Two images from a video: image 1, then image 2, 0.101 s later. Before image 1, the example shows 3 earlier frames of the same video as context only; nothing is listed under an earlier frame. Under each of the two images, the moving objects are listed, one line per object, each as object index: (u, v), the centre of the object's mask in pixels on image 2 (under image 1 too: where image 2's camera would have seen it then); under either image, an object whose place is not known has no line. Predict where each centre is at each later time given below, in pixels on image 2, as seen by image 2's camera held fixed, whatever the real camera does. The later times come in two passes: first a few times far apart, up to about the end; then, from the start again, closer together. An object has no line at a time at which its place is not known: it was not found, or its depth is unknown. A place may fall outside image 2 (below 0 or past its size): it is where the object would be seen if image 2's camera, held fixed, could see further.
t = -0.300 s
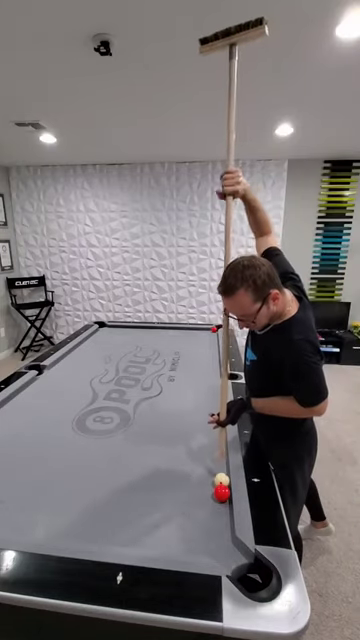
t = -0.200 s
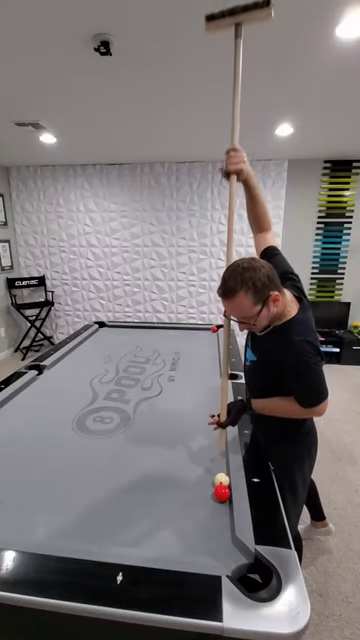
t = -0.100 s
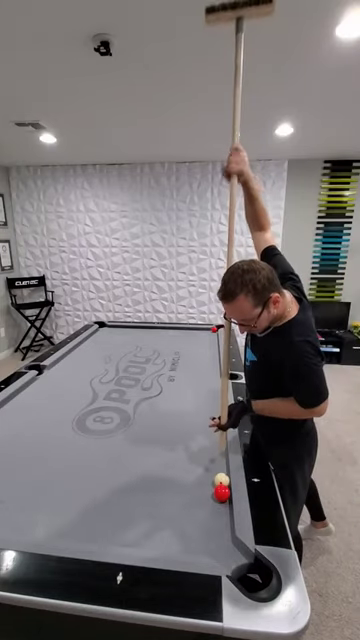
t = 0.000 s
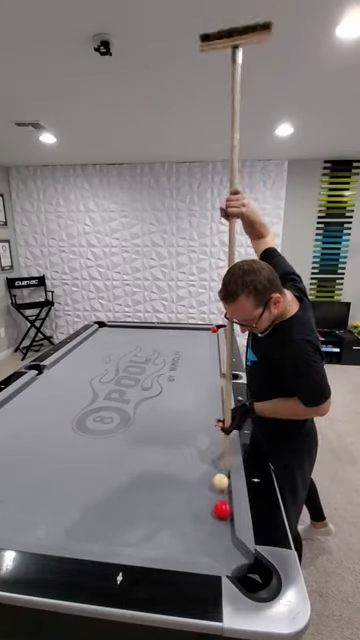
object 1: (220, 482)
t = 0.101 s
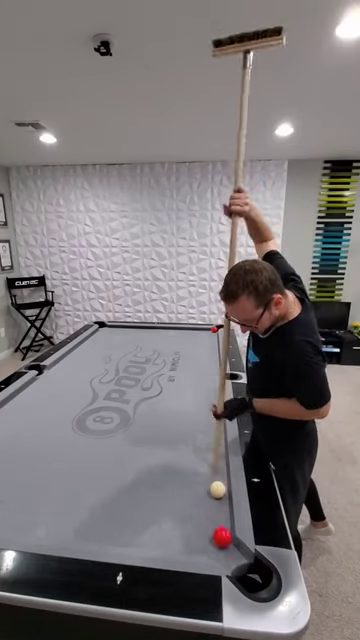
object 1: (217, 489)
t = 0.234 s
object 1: (216, 491)
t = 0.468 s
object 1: (220, 476)
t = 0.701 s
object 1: (218, 447)
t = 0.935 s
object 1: (218, 415)
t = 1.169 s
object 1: (217, 392)
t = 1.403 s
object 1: (215, 374)
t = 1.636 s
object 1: (213, 360)
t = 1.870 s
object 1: (212, 350)
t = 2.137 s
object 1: (211, 339)
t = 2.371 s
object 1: (211, 332)
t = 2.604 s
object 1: (204, 330)
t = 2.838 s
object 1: (196, 331)
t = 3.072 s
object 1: (189, 333)
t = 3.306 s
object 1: (182, 335)
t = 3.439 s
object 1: (178, 336)
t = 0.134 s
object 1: (216, 490)
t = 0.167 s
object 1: (216, 492)
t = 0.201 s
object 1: (216, 492)
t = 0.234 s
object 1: (216, 491)
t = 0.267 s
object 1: (216, 490)
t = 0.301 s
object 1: (216, 489)
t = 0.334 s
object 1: (216, 487)
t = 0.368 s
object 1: (217, 485)
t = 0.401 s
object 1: (218, 483)
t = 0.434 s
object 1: (219, 480)
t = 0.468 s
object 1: (220, 476)
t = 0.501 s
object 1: (221, 473)
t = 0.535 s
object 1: (222, 469)
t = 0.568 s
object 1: (221, 465)
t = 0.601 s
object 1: (220, 461)
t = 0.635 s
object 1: (219, 457)
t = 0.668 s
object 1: (218, 452)
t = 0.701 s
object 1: (218, 447)
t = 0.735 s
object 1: (218, 442)
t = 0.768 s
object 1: (217, 438)
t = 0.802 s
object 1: (217, 433)
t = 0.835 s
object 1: (218, 428)
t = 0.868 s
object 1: (218, 423)
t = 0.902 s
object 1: (218, 419)
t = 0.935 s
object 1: (218, 415)
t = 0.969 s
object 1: (218, 411)
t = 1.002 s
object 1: (218, 408)
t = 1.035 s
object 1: (218, 405)
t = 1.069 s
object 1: (218, 401)
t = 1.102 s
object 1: (217, 398)
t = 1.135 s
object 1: (217, 395)
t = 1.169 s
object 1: (217, 392)
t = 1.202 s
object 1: (217, 389)
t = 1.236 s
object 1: (216, 386)
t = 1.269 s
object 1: (216, 384)
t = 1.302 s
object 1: (216, 381)
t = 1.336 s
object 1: (215, 379)
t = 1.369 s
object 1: (215, 377)
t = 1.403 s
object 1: (215, 374)
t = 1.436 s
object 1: (215, 372)
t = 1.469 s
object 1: (214, 370)
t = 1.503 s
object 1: (214, 368)
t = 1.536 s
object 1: (214, 366)
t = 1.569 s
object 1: (213, 364)
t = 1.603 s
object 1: (213, 362)
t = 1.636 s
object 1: (213, 360)
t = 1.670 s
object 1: (213, 359)
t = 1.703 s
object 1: (213, 357)
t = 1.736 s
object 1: (213, 356)
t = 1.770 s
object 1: (212, 354)
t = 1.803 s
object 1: (212, 352)
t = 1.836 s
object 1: (212, 351)
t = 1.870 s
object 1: (212, 350)
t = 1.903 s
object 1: (212, 348)
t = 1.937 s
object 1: (212, 347)
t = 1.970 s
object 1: (212, 345)
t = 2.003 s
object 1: (212, 344)
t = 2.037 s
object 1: (211, 343)
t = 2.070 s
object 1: (211, 342)
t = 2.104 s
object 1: (211, 340)
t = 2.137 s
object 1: (211, 339)
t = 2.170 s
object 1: (211, 338)
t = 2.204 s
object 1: (211, 337)
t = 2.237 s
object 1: (211, 336)
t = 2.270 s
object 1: (211, 335)
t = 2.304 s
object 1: (211, 334)
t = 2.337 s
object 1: (211, 333)
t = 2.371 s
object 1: (211, 332)
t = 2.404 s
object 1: (210, 331)
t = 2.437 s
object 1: (210, 331)
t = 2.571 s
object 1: (205, 329)
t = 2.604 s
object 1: (204, 330)
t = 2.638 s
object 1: (203, 330)
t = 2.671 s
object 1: (202, 330)
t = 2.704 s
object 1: (201, 330)
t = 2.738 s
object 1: (200, 330)
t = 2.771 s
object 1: (199, 331)
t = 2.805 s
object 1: (198, 331)
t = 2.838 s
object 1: (196, 331)
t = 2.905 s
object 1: (194, 332)
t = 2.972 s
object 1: (193, 332)
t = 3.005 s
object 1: (192, 333)
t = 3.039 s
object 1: (191, 333)
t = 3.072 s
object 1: (189, 333)
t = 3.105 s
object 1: (188, 333)
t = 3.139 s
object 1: (187, 333)
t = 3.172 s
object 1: (186, 334)
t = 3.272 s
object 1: (183, 335)
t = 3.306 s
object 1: (182, 335)
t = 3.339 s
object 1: (181, 336)
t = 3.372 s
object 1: (180, 336)
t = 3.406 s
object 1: (179, 336)
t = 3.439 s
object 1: (178, 336)
